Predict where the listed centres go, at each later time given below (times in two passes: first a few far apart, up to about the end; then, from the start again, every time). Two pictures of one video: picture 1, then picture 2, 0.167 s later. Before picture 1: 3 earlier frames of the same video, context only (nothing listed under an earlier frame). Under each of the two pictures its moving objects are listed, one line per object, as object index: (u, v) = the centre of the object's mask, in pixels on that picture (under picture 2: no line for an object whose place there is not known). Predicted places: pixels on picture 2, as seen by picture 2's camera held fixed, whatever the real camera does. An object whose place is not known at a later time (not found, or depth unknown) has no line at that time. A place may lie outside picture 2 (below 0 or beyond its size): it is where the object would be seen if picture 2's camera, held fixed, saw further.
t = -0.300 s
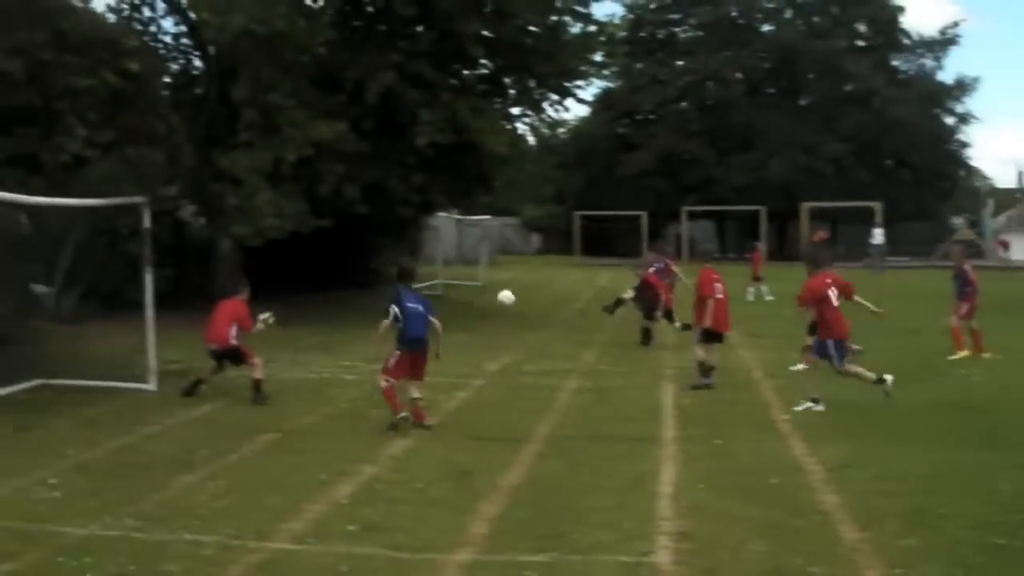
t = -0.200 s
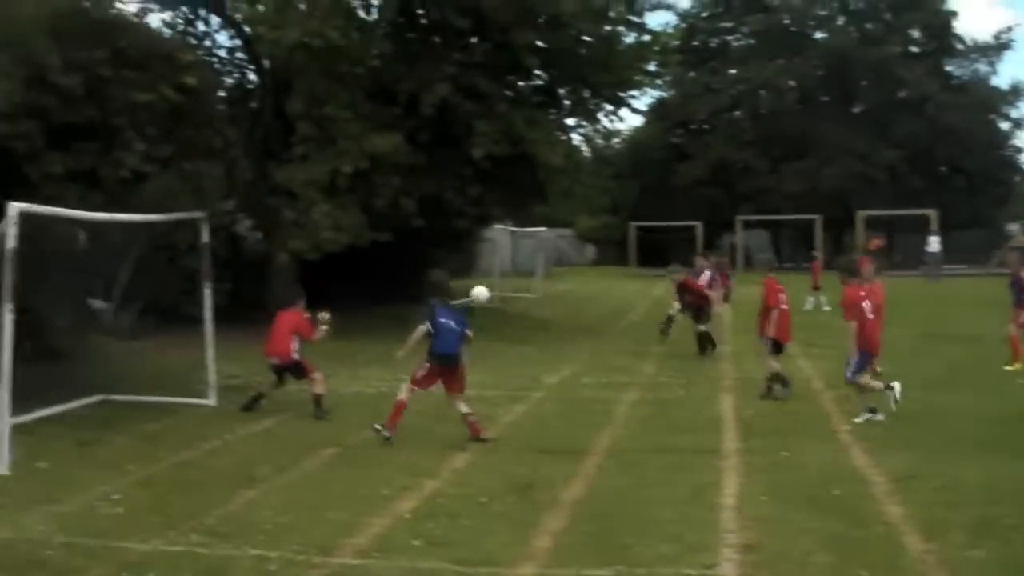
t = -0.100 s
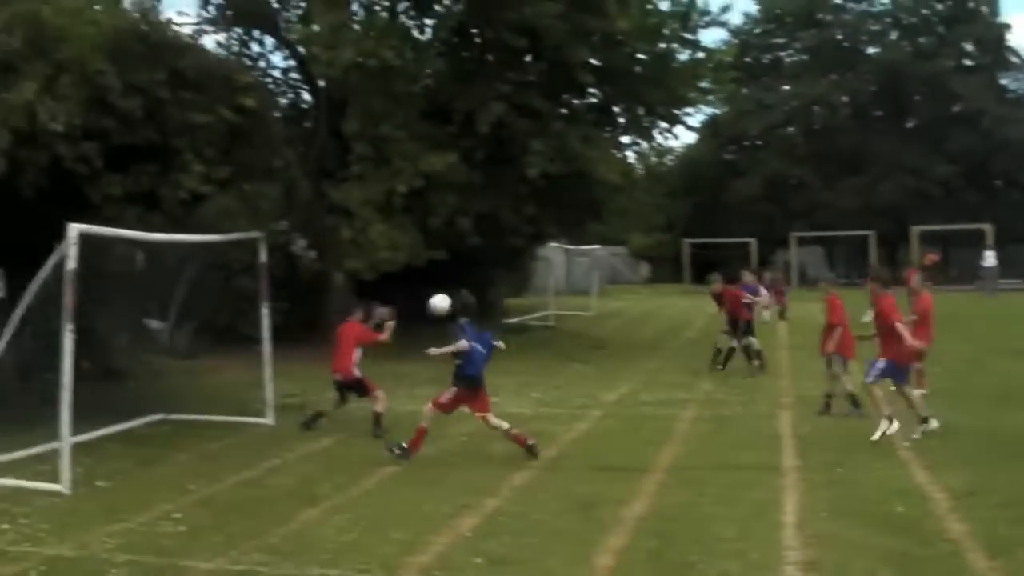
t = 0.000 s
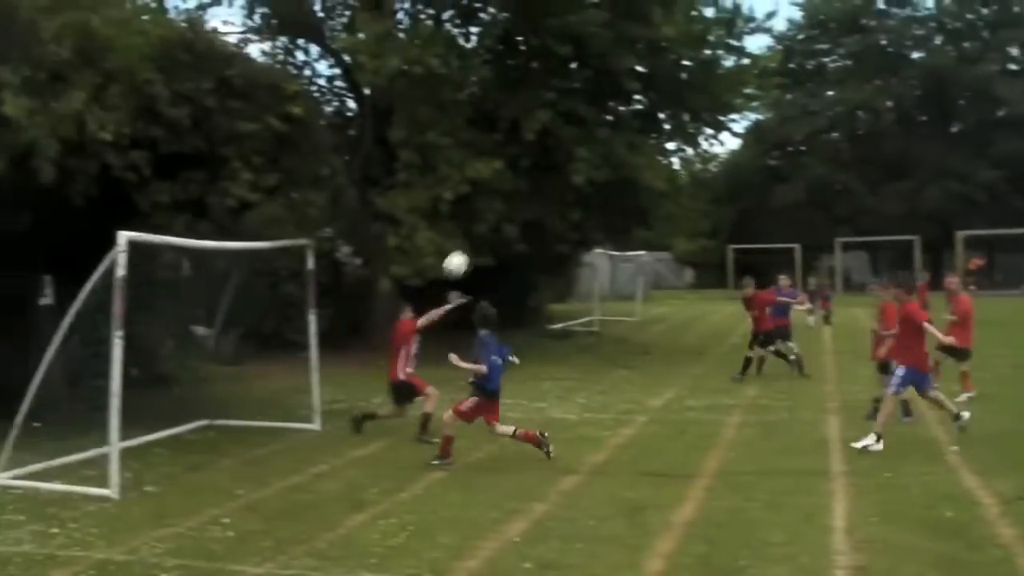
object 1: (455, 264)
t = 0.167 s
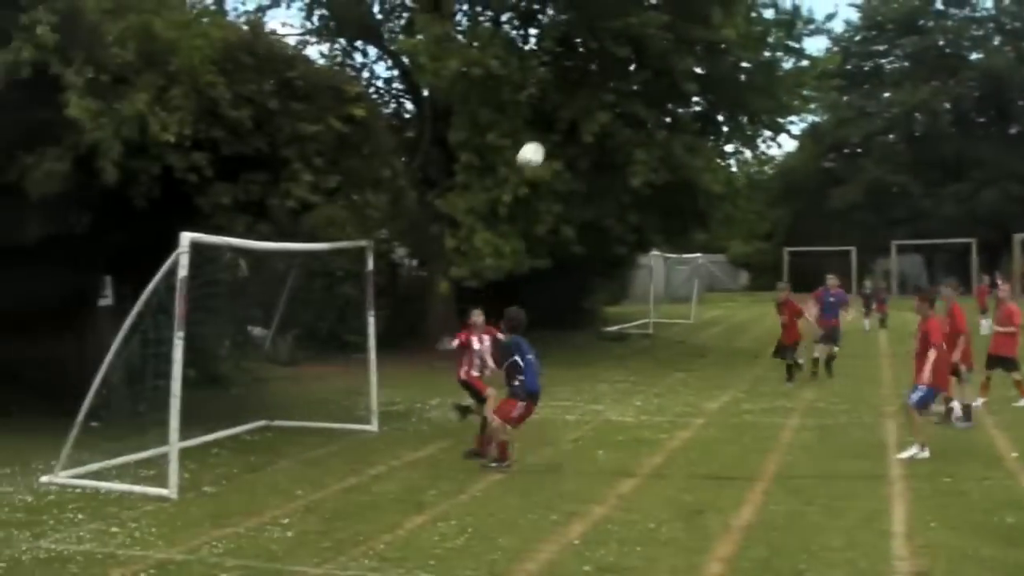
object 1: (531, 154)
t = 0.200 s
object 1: (536, 134)
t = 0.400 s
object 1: (559, 26)
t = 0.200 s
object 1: (536, 134)
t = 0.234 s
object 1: (541, 114)
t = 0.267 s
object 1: (545, 96)
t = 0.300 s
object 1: (549, 78)
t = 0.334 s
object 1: (553, 60)
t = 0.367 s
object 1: (556, 42)
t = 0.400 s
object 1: (559, 26)
